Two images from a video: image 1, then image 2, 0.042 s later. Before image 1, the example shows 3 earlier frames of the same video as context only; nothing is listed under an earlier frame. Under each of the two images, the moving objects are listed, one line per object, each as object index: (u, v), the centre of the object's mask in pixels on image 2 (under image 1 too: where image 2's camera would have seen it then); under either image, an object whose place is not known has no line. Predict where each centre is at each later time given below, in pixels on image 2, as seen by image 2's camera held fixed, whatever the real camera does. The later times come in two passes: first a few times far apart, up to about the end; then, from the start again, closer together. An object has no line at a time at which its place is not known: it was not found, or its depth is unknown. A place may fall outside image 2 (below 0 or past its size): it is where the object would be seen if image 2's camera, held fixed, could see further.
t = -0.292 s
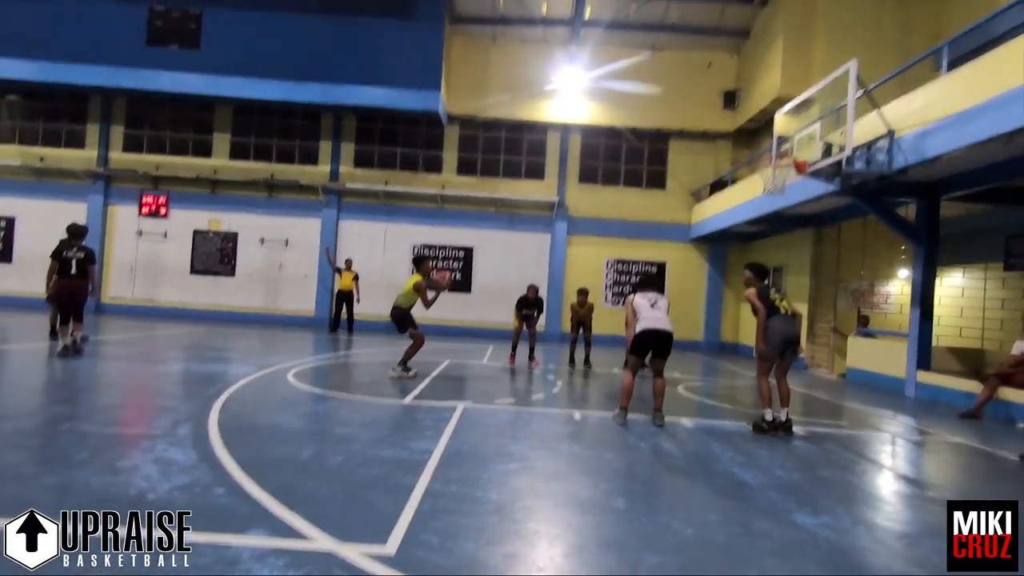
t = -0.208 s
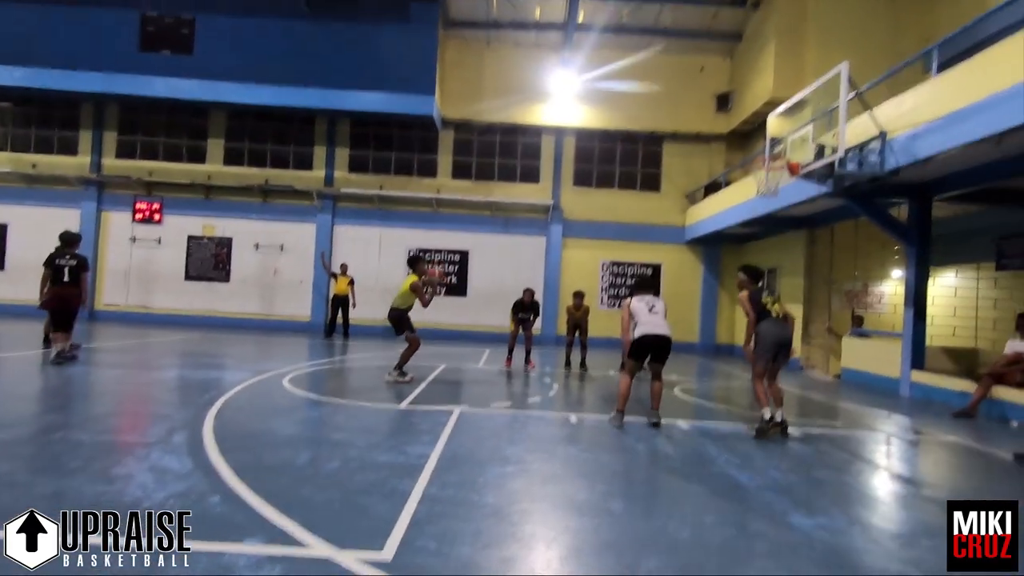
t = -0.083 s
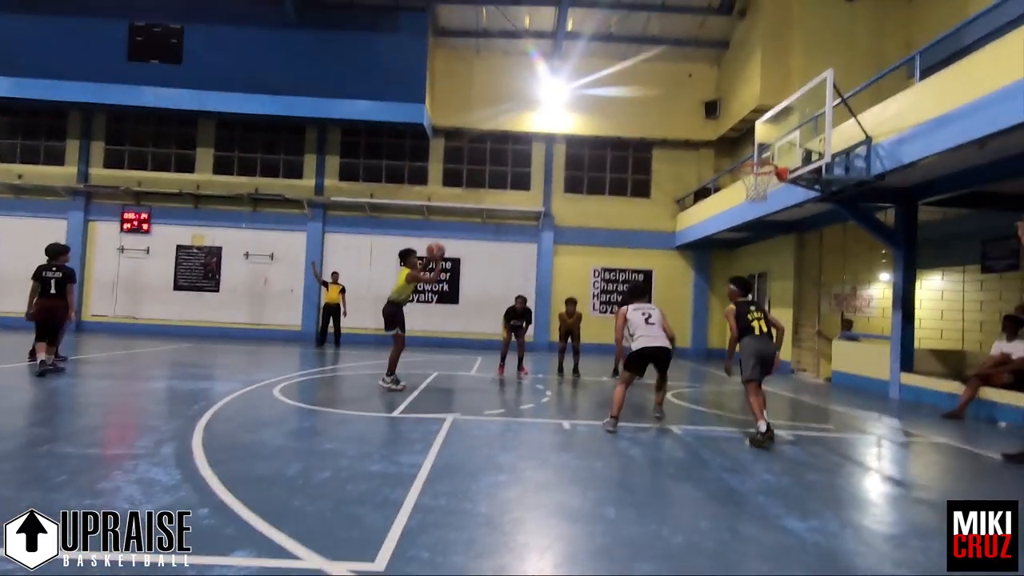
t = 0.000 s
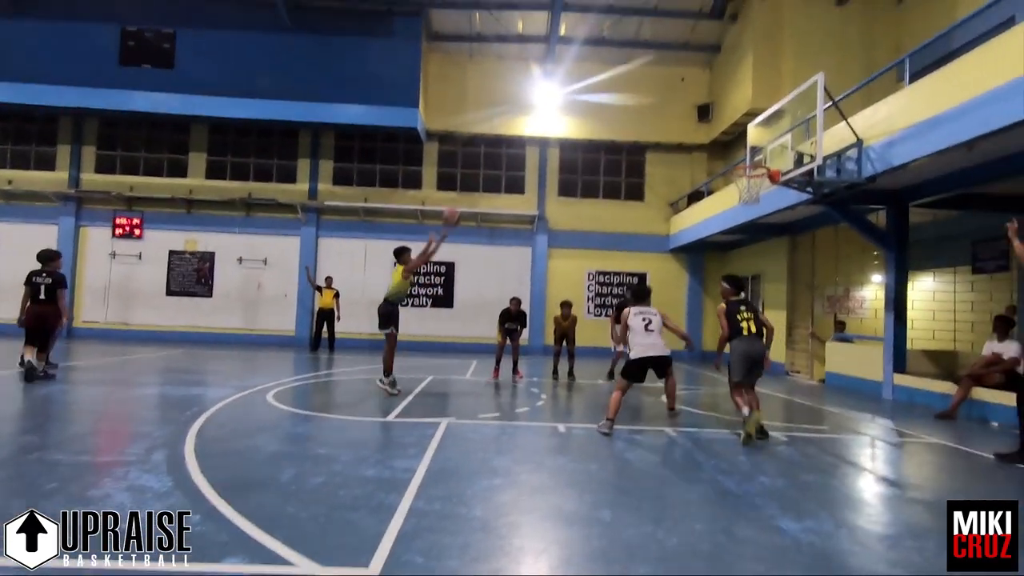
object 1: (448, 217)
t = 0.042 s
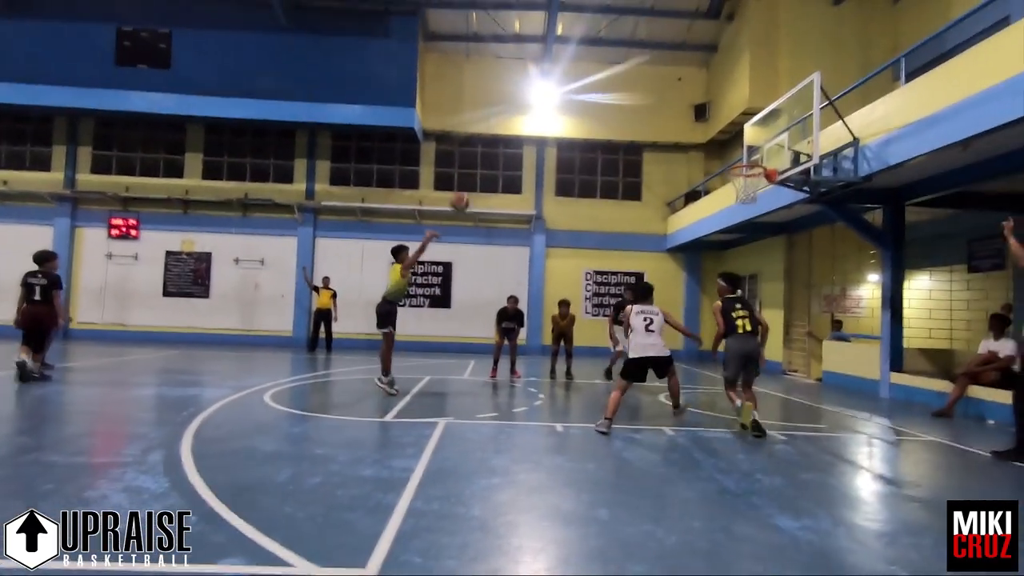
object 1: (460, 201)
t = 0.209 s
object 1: (511, 142)
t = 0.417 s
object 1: (577, 99)
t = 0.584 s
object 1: (626, 86)
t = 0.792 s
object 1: (682, 101)
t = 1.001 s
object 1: (743, 150)
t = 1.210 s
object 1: (753, 175)
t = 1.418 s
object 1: (728, 181)
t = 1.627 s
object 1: (740, 191)
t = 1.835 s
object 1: (749, 198)
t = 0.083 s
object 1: (475, 181)
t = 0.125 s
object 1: (486, 168)
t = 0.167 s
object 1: (502, 151)
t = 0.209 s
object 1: (511, 142)
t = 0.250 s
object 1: (527, 129)
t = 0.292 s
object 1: (537, 120)
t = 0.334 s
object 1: (554, 113)
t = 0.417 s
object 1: (577, 99)
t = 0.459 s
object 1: (588, 94)
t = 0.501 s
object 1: (602, 89)
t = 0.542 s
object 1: (612, 87)
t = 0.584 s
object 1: (626, 86)
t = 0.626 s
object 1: (636, 86)
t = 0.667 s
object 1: (650, 89)
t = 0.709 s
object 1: (660, 91)
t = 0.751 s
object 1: (673, 96)
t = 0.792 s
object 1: (682, 101)
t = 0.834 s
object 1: (697, 110)
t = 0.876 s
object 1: (705, 116)
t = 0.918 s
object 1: (719, 128)
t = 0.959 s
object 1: (728, 135)
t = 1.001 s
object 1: (743, 150)
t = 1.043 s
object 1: (752, 160)
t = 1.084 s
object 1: (748, 169)
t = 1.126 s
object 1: (736, 171)
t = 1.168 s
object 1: (752, 174)
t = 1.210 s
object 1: (753, 175)
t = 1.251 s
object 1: (745, 179)
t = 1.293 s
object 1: (737, 184)
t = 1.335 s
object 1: (728, 184)
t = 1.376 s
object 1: (728, 182)
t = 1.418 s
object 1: (728, 181)
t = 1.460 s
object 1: (729, 182)
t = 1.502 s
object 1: (732, 186)
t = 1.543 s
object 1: (735, 187)
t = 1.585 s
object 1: (737, 190)
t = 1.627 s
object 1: (740, 191)
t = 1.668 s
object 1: (746, 196)
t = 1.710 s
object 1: (749, 198)
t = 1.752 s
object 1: (749, 198)
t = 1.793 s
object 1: (749, 197)
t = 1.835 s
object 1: (749, 198)
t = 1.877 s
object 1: (748, 198)
